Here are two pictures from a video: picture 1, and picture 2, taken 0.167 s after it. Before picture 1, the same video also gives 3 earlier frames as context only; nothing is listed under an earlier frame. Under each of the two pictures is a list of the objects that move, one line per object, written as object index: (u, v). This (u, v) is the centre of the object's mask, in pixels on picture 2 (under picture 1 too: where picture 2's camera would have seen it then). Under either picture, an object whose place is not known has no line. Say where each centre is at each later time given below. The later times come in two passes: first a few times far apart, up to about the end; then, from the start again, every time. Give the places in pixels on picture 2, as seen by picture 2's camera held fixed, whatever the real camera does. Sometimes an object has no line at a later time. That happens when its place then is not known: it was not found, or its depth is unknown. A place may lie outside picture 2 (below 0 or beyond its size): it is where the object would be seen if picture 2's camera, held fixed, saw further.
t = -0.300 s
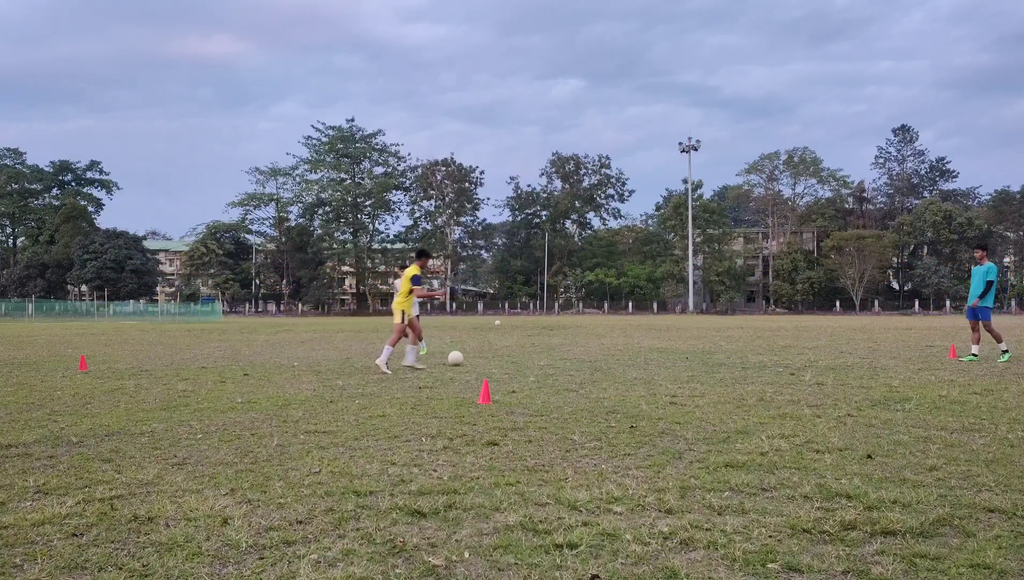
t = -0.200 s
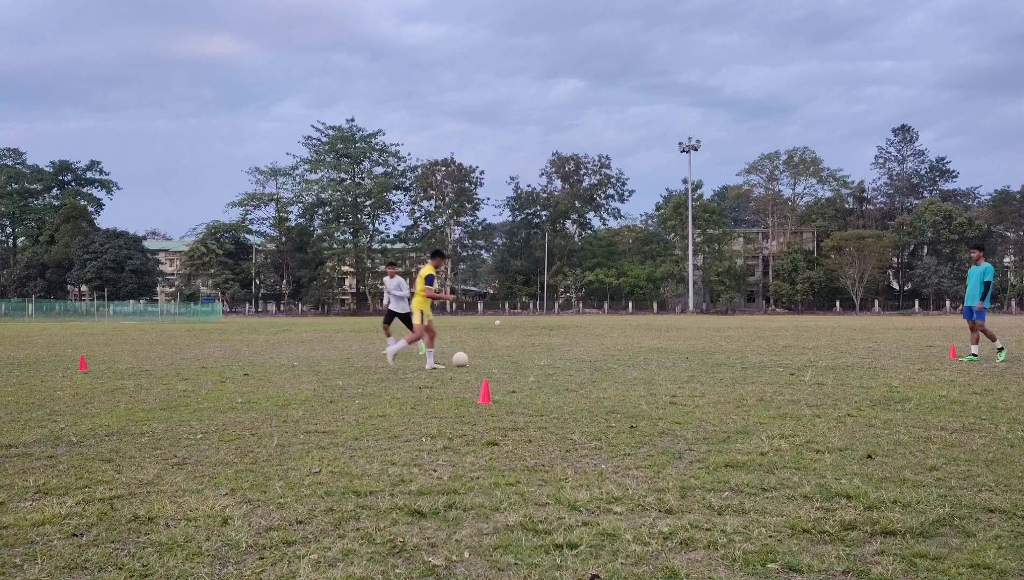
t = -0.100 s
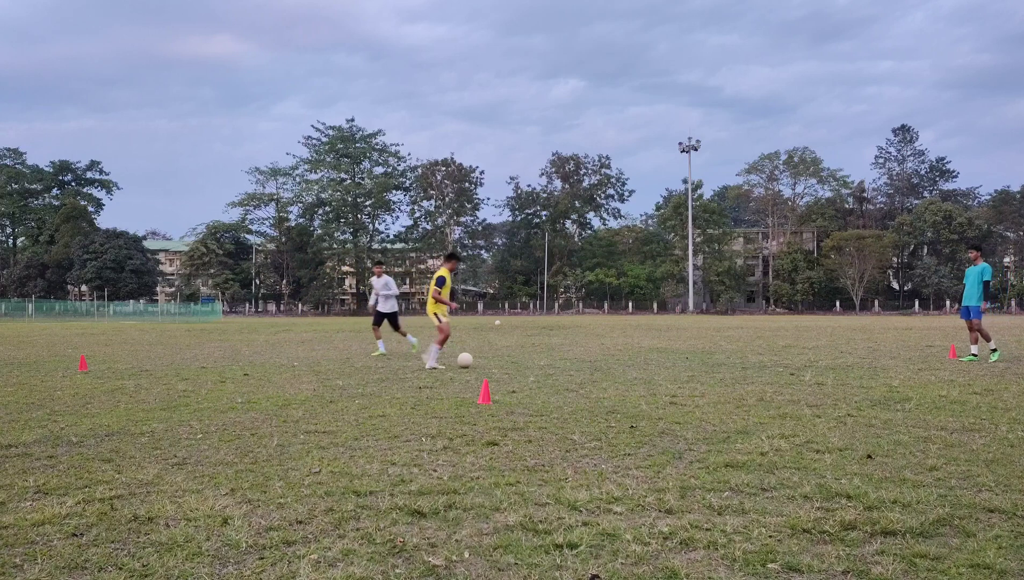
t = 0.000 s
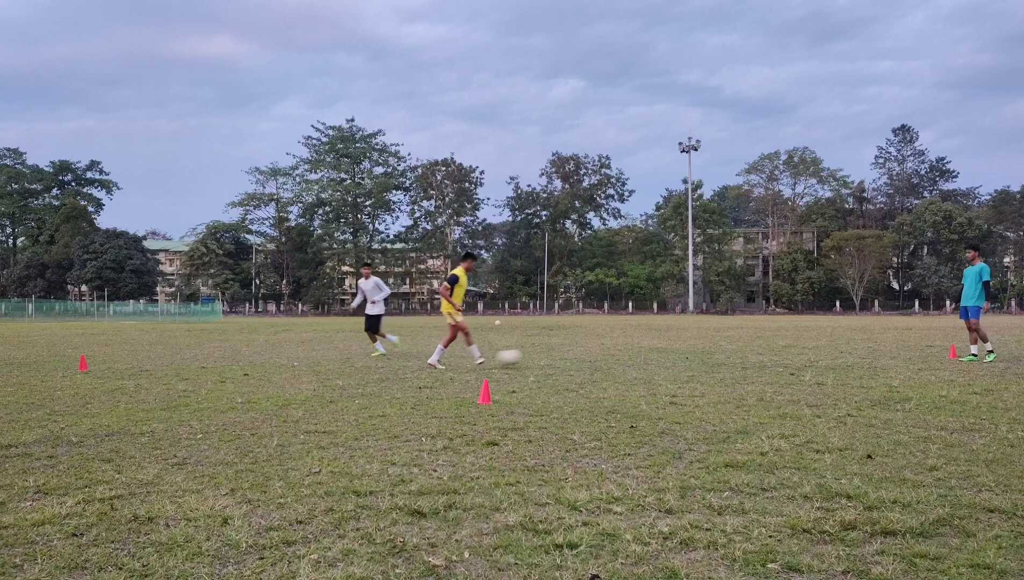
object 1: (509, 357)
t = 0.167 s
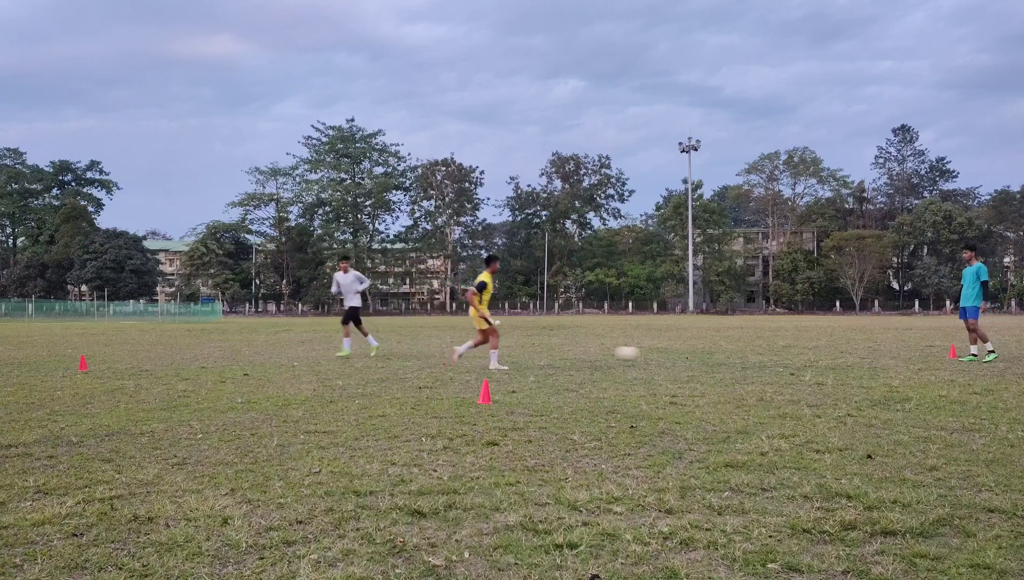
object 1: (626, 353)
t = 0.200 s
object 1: (650, 355)
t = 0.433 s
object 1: (786, 356)
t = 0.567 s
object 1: (847, 355)
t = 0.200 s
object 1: (650, 355)
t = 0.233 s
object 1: (673, 358)
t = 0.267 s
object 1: (692, 356)
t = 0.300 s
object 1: (711, 355)
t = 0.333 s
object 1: (730, 354)
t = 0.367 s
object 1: (749, 354)
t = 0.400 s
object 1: (768, 355)
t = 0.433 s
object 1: (786, 356)
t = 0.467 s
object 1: (802, 355)
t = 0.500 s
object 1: (817, 355)
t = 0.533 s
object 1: (832, 355)
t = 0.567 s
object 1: (847, 355)
